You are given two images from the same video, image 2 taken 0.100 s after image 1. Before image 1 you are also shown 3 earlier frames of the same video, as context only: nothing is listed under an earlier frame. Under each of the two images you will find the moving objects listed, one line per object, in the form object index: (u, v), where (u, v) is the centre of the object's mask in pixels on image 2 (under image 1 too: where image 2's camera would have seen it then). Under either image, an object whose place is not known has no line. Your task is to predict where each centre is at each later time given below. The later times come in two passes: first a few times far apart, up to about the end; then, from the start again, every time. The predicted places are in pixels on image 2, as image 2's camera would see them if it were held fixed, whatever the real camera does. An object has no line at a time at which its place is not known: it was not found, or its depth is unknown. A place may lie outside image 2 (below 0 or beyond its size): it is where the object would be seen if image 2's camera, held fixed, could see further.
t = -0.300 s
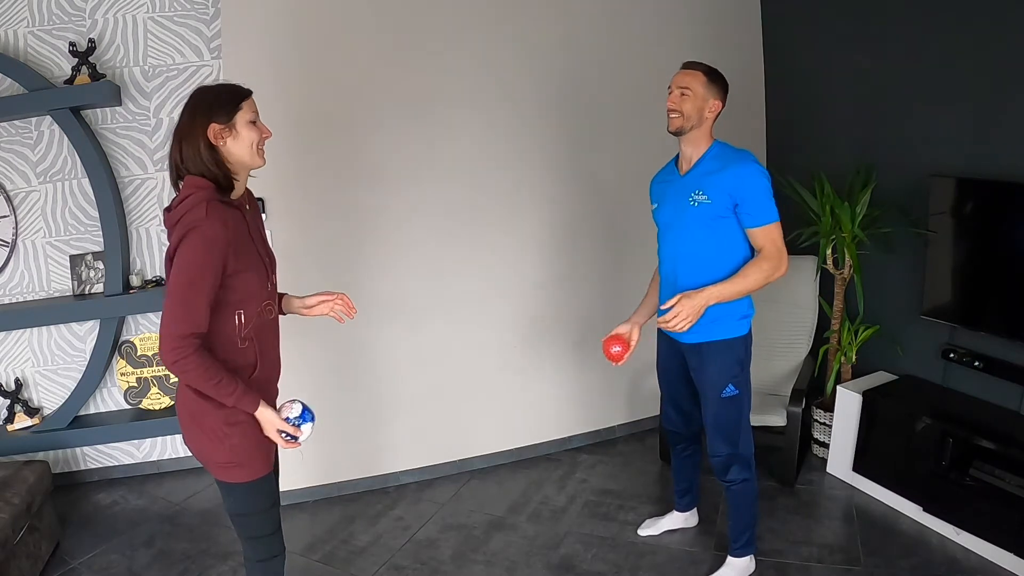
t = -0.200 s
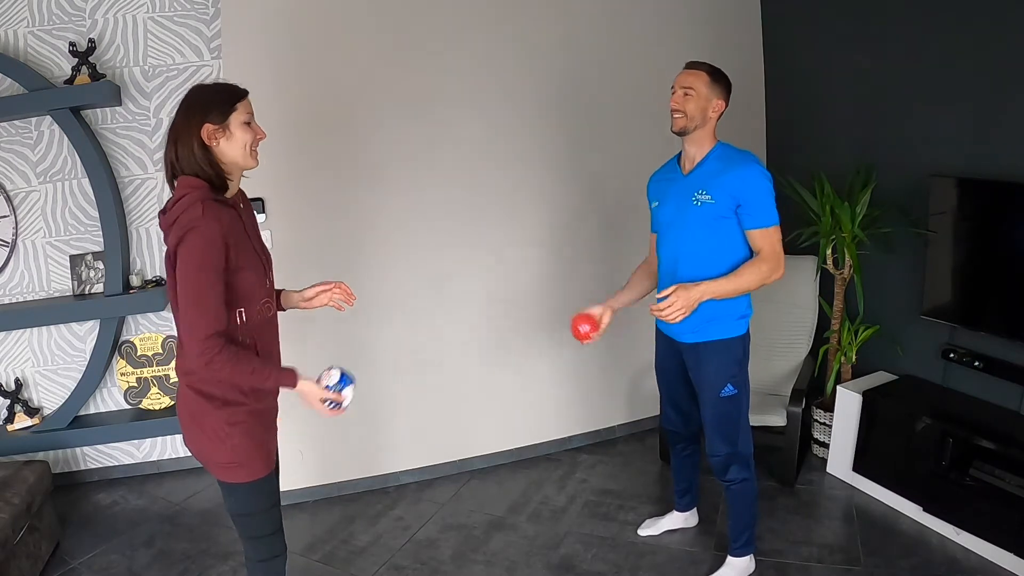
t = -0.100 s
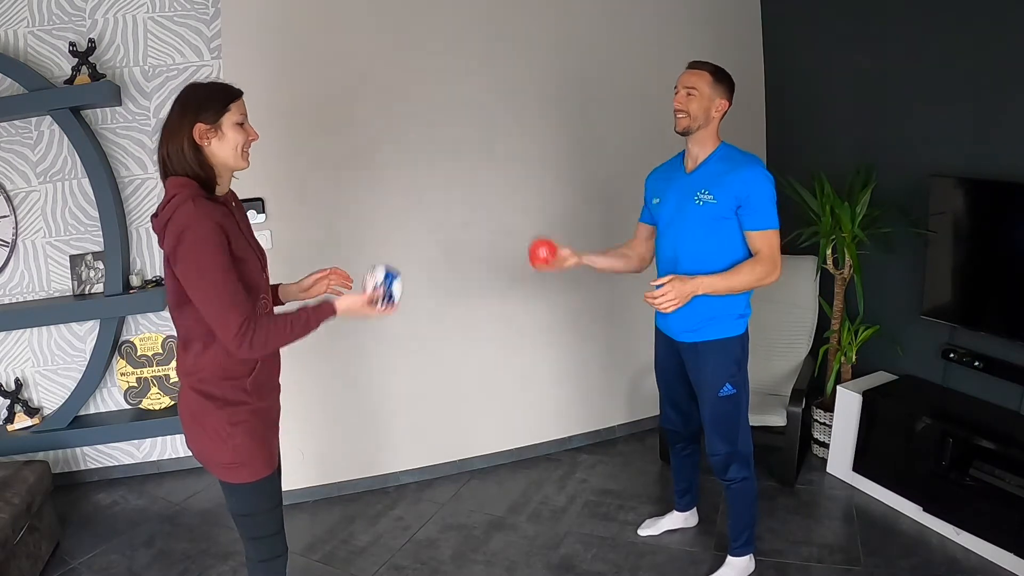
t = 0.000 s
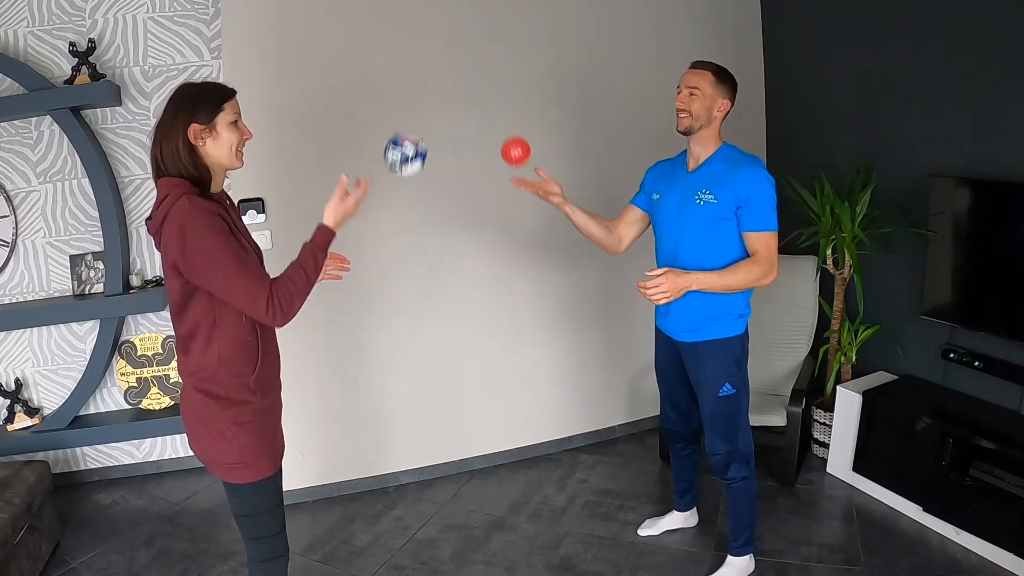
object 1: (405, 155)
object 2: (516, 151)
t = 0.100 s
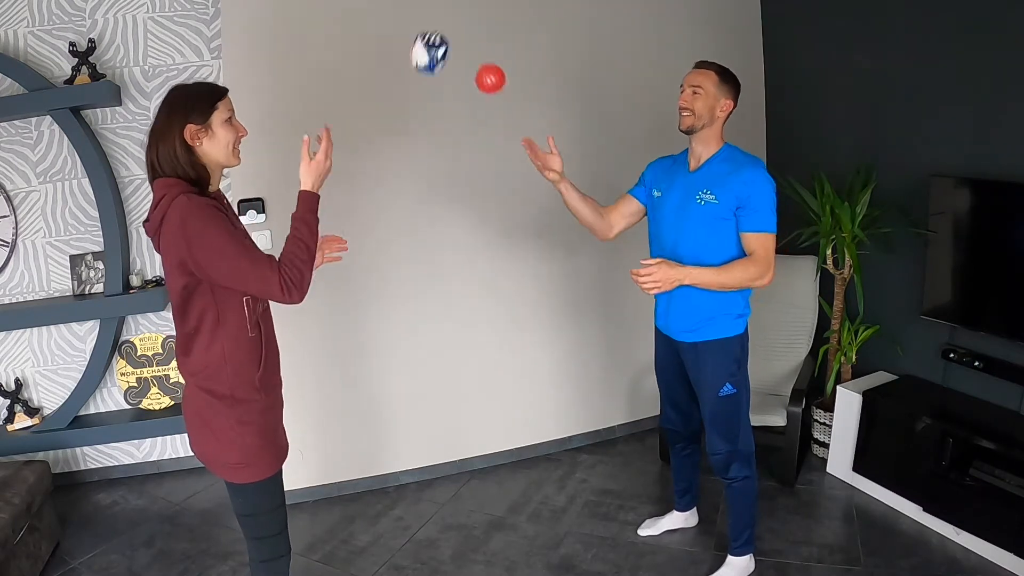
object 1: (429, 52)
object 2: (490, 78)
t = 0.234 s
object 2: (458, 30)
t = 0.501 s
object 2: (401, 103)
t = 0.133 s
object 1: (438, 27)
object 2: (482, 62)
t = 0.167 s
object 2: (474, 48)
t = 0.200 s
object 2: (466, 37)
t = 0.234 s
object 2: (458, 30)
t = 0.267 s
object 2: (451, 27)
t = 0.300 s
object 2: (443, 26)
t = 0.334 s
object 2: (436, 30)
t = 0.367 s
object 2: (429, 37)
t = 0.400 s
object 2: (422, 48)
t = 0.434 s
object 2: (415, 62)
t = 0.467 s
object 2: (408, 81)
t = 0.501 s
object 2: (401, 103)
